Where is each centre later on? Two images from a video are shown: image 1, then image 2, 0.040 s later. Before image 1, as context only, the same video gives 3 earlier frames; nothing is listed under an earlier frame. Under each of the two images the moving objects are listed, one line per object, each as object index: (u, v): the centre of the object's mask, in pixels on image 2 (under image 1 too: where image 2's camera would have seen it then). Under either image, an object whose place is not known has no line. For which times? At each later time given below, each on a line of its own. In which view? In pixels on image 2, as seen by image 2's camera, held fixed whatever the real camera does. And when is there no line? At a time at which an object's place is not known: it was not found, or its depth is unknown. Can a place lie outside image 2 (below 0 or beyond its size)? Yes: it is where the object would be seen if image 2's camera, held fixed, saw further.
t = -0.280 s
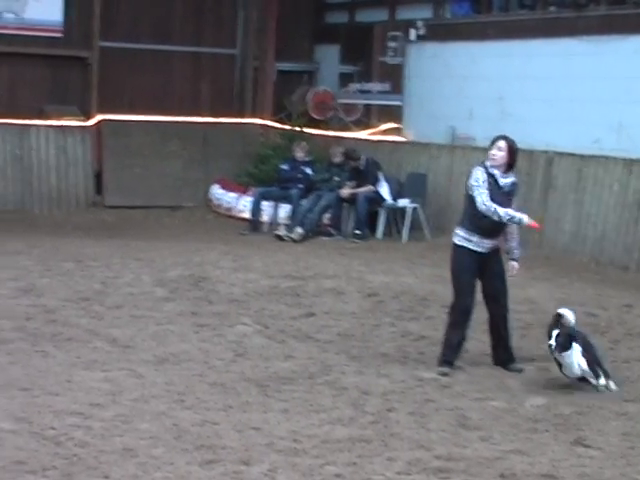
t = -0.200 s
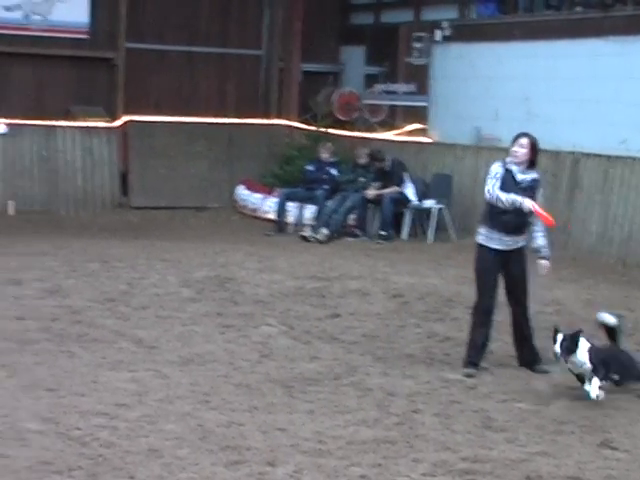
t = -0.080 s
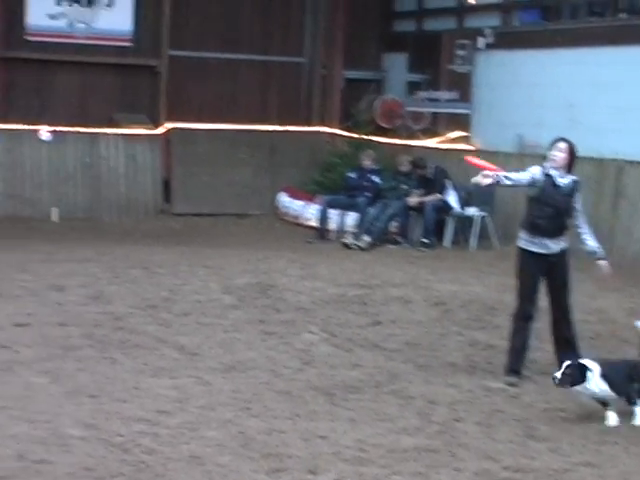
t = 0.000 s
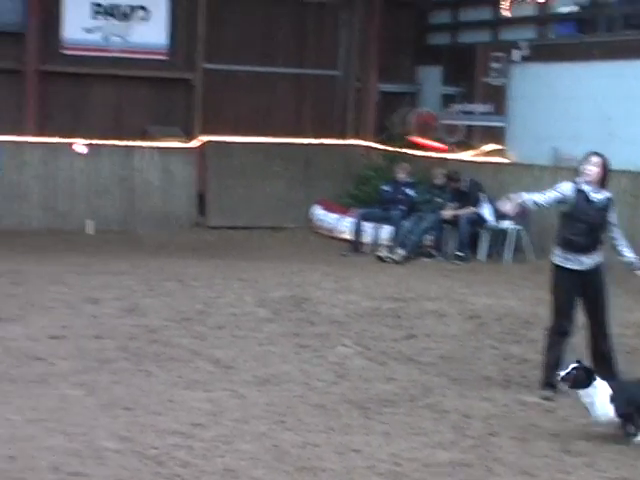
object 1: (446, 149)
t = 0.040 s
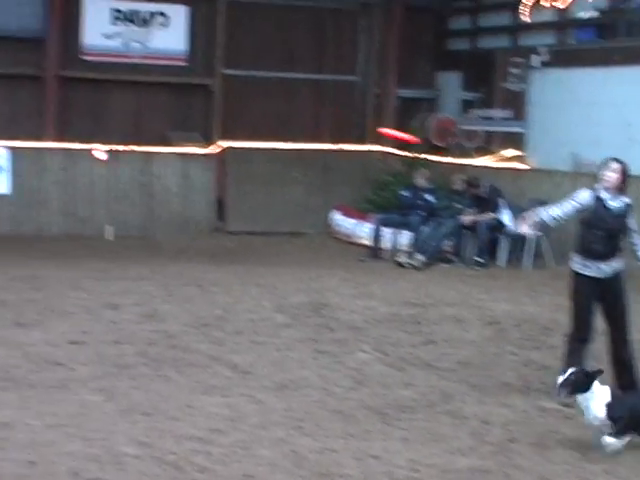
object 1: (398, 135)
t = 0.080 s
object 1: (348, 124)
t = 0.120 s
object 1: (297, 113)
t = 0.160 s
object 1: (245, 104)
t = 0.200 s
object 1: (194, 96)
